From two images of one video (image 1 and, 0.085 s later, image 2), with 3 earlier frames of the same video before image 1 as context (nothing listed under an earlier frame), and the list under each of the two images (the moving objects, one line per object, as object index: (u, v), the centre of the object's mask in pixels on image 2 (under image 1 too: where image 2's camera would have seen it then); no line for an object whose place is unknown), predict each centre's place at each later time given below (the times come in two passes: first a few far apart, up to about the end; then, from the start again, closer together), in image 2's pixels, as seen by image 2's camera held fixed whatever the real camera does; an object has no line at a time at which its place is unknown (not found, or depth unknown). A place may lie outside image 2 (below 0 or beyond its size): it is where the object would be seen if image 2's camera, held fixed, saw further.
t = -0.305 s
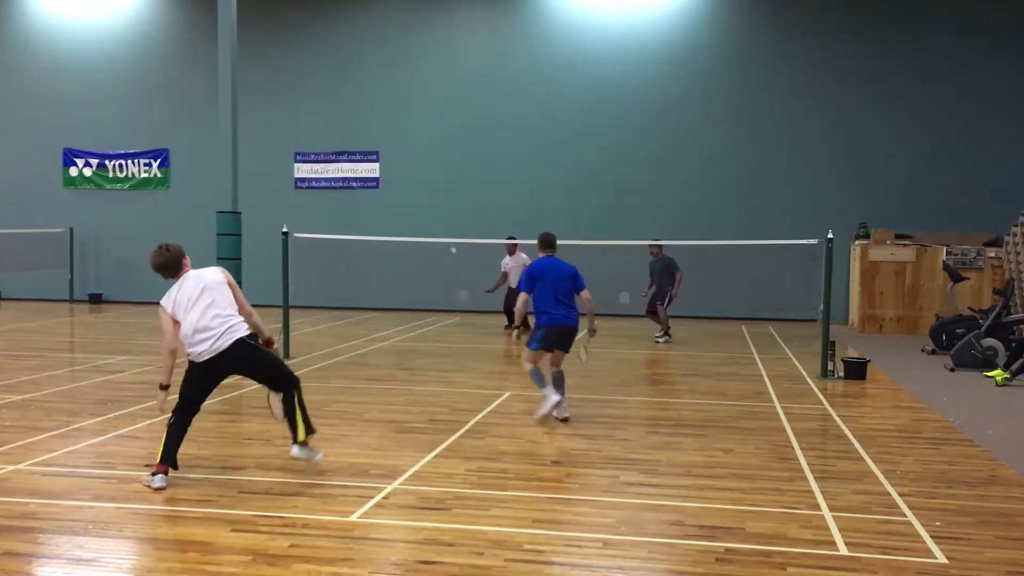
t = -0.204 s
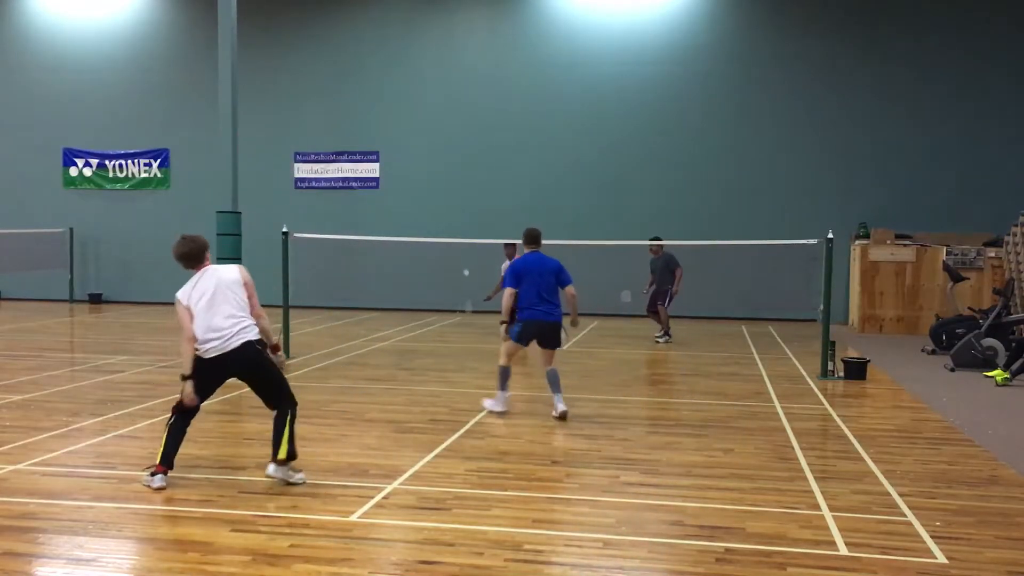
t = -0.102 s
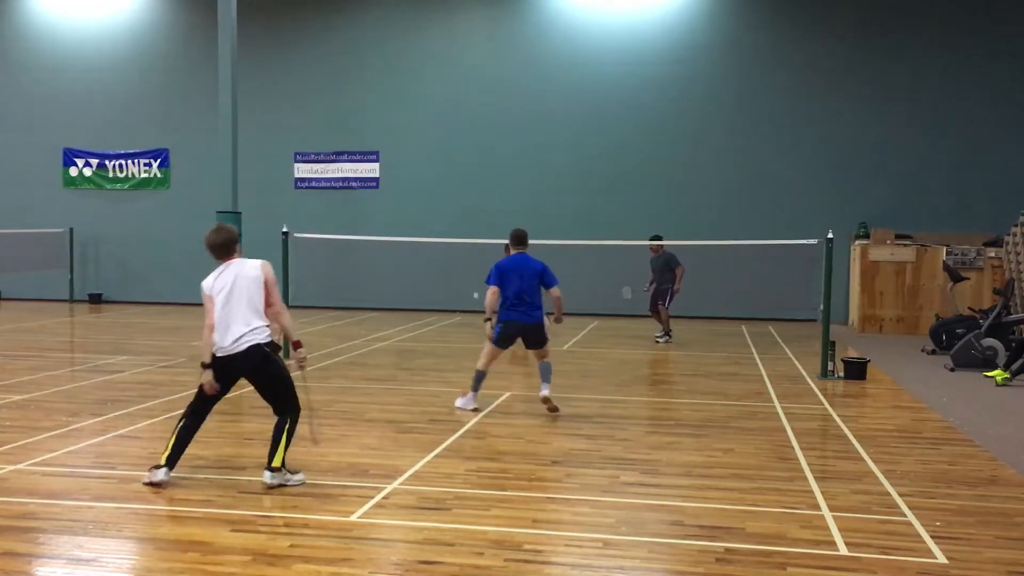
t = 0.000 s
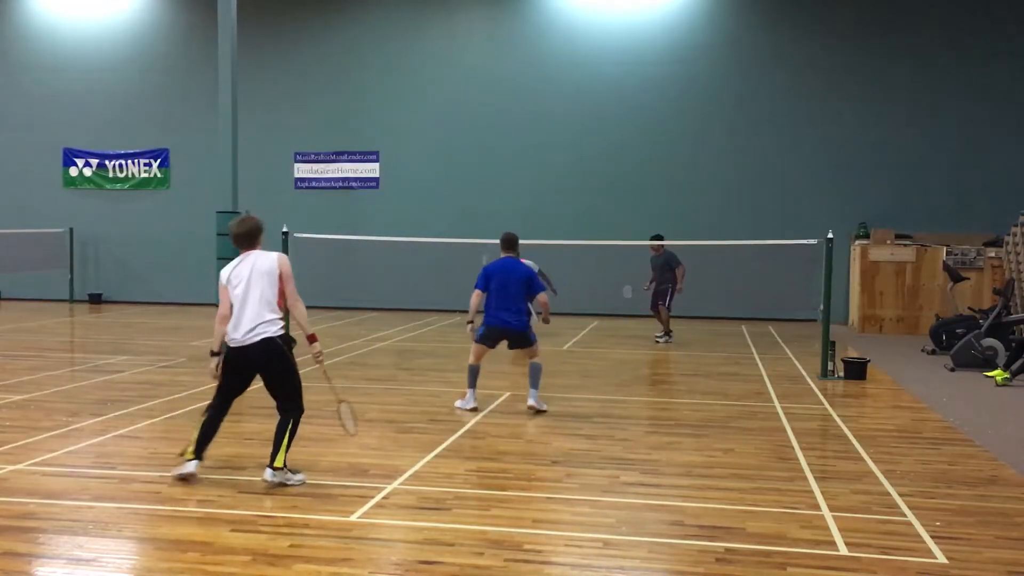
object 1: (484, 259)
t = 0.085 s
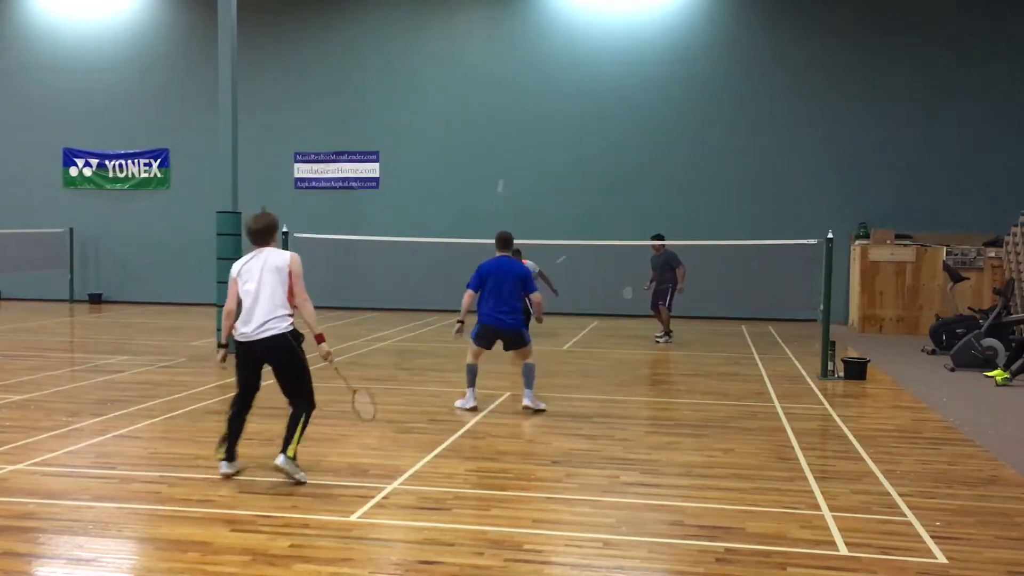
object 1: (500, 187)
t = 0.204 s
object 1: (517, 107)
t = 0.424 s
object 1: (541, 6)
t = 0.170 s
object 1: (513, 127)
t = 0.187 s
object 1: (515, 118)
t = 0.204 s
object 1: (517, 107)
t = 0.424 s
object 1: (541, 6)
